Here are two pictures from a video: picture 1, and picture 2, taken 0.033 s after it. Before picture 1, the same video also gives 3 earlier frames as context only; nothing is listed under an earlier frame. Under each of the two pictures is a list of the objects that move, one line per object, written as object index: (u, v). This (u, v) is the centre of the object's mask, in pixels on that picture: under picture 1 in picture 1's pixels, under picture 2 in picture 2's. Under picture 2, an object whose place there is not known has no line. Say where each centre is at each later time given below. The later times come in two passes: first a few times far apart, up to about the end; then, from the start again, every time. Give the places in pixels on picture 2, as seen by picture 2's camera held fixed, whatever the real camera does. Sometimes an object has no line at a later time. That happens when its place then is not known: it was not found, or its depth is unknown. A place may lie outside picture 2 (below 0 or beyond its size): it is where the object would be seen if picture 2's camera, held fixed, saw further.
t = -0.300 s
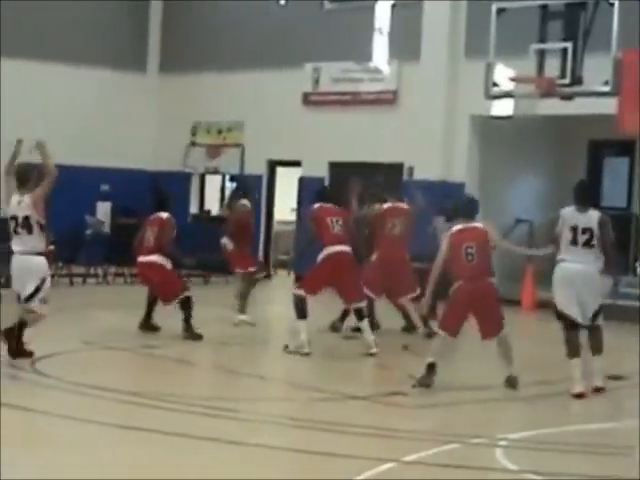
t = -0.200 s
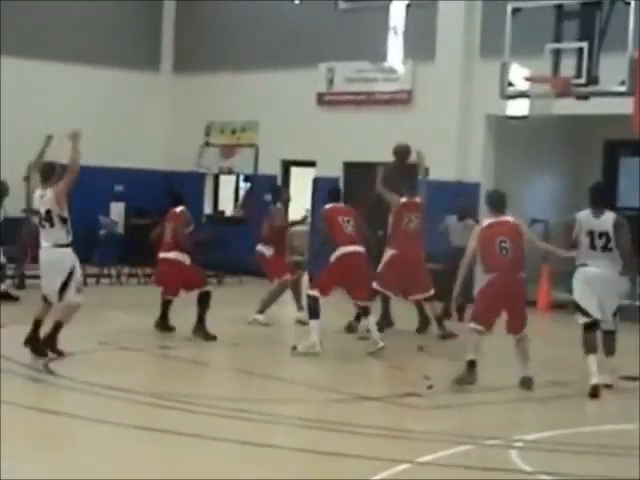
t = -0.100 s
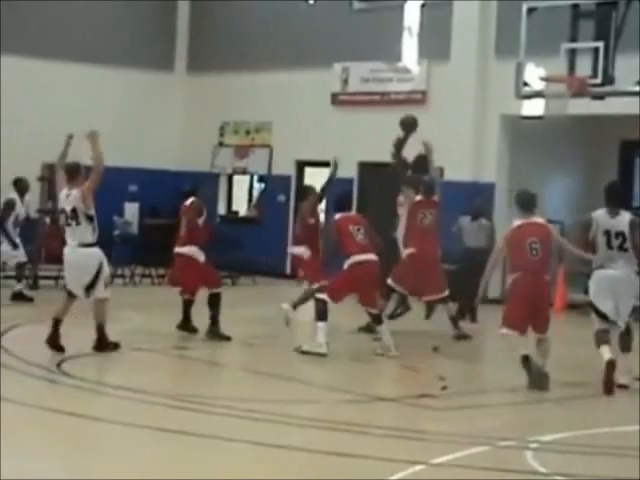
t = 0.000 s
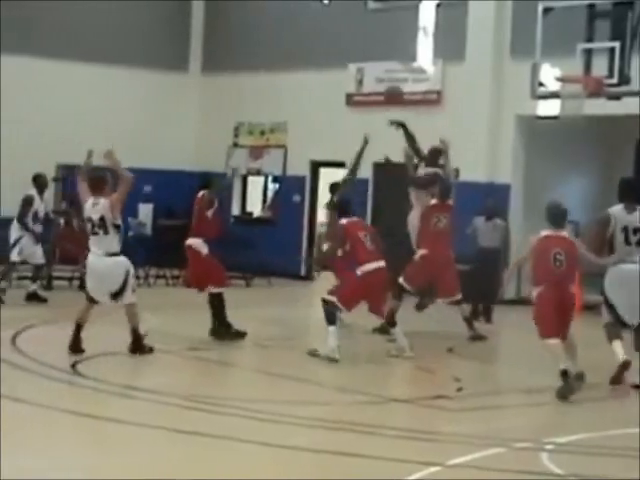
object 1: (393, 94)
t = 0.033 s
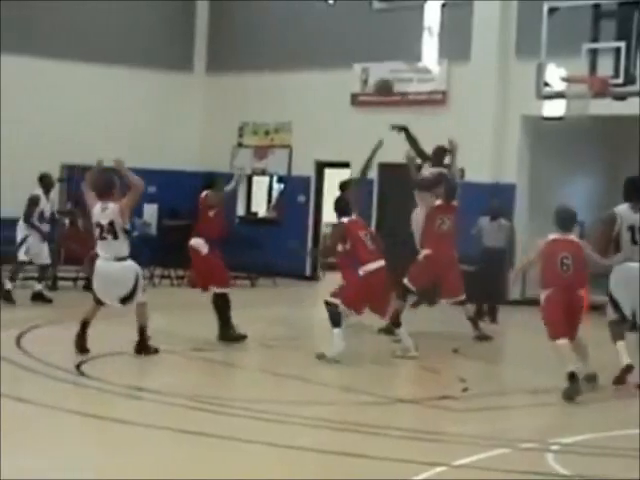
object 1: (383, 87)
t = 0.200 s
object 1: (305, 64)
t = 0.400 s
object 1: (190, 56)
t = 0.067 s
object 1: (368, 80)
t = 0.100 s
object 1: (353, 75)
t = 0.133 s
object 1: (337, 72)
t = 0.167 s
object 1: (322, 68)
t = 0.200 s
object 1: (305, 64)
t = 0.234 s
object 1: (286, 60)
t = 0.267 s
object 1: (268, 58)
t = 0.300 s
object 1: (250, 57)
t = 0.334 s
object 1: (232, 58)
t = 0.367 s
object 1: (210, 57)
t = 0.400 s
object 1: (190, 56)
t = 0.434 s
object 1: (171, 63)
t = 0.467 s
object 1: (149, 64)
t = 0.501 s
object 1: (127, 71)
